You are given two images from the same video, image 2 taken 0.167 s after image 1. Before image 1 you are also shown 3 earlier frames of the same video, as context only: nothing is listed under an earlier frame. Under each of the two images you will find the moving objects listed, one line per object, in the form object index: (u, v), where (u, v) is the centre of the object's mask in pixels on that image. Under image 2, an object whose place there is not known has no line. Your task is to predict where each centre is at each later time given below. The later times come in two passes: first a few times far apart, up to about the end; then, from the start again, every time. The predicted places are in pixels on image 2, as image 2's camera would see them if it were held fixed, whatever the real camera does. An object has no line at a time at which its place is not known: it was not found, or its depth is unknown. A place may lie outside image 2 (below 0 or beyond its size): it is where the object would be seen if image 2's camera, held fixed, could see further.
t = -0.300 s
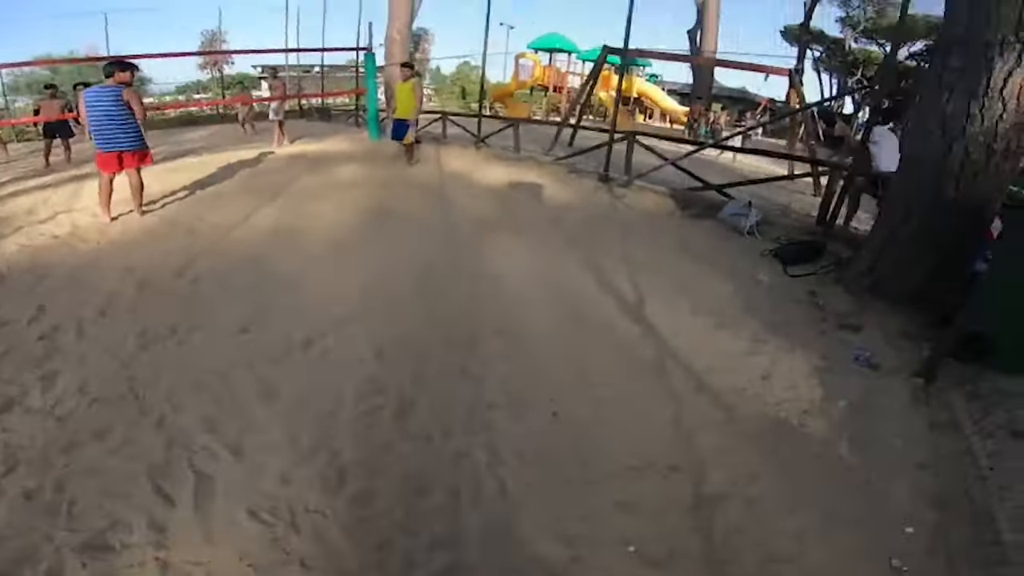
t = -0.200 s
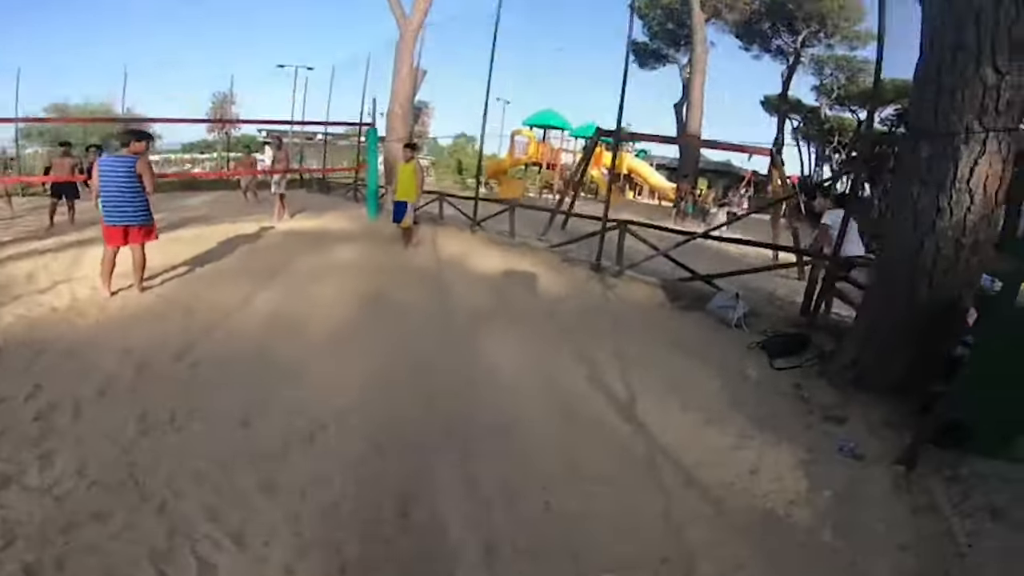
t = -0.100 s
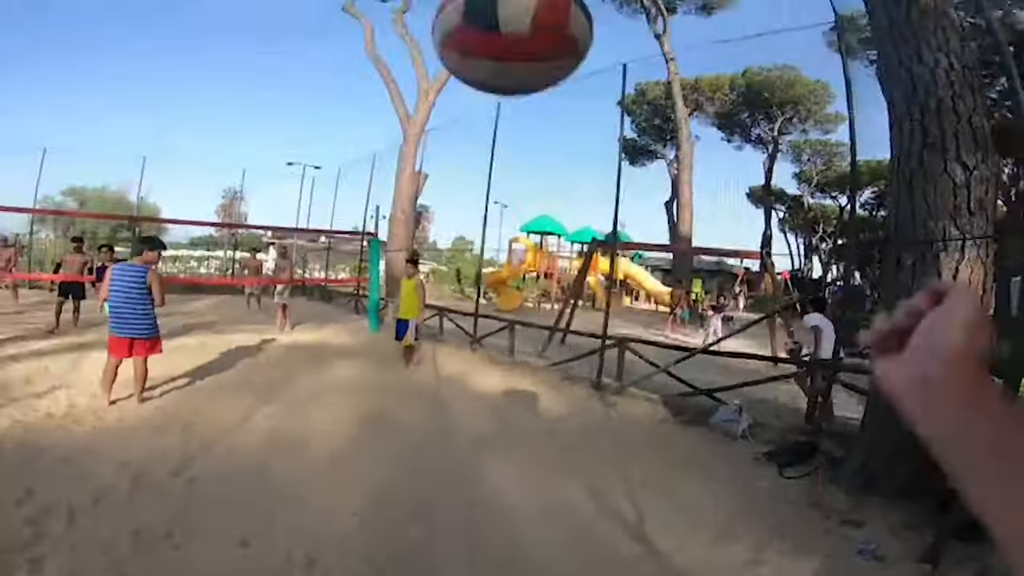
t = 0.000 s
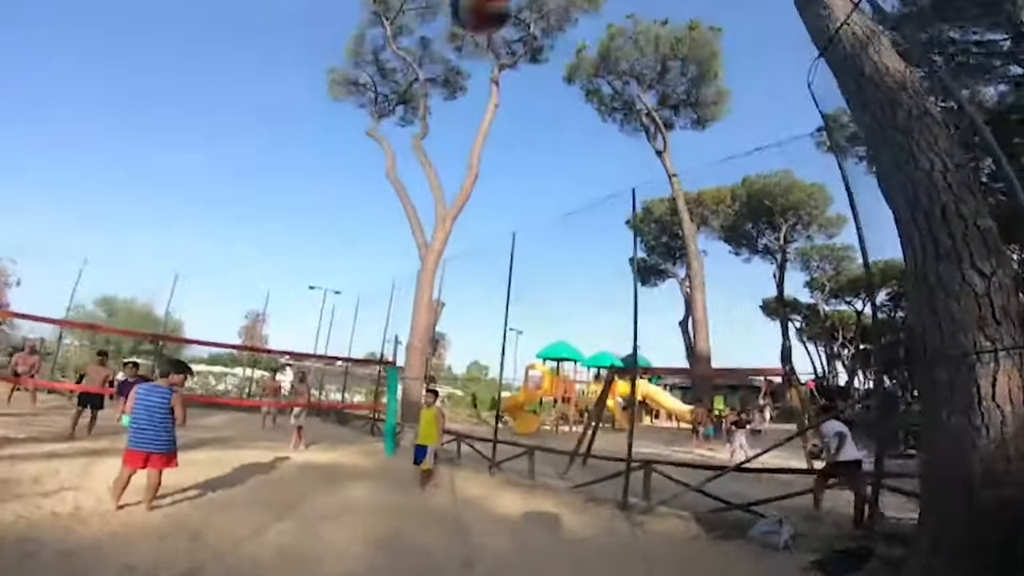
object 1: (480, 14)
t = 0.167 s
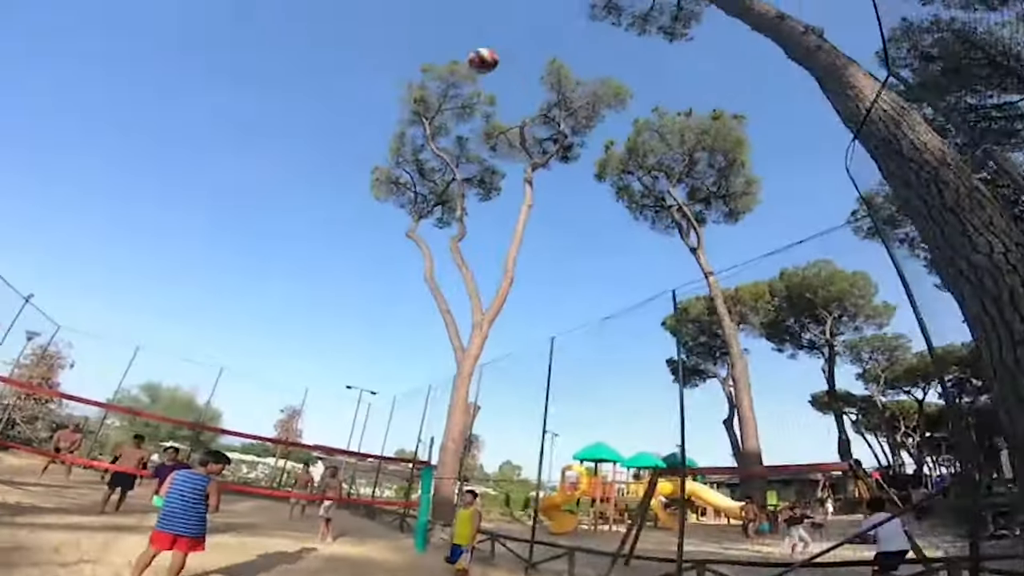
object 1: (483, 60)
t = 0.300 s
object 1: (461, 53)
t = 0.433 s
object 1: (436, 53)
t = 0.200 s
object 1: (478, 58)
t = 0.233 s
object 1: (473, 55)
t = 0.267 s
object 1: (467, 52)
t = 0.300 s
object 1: (461, 53)
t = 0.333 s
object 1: (454, 52)
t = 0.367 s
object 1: (448, 51)
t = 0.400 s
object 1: (441, 51)
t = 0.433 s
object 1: (436, 53)
